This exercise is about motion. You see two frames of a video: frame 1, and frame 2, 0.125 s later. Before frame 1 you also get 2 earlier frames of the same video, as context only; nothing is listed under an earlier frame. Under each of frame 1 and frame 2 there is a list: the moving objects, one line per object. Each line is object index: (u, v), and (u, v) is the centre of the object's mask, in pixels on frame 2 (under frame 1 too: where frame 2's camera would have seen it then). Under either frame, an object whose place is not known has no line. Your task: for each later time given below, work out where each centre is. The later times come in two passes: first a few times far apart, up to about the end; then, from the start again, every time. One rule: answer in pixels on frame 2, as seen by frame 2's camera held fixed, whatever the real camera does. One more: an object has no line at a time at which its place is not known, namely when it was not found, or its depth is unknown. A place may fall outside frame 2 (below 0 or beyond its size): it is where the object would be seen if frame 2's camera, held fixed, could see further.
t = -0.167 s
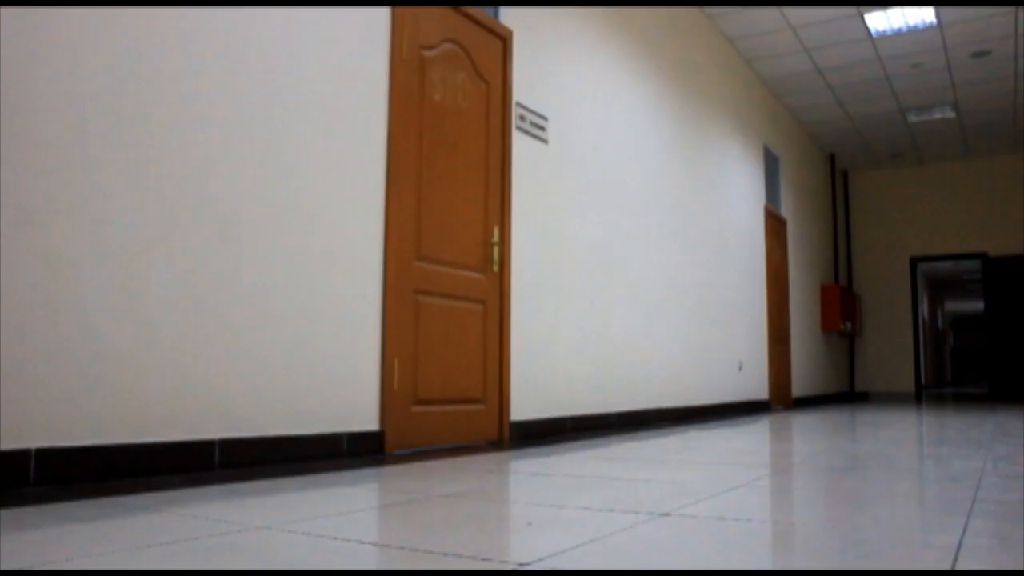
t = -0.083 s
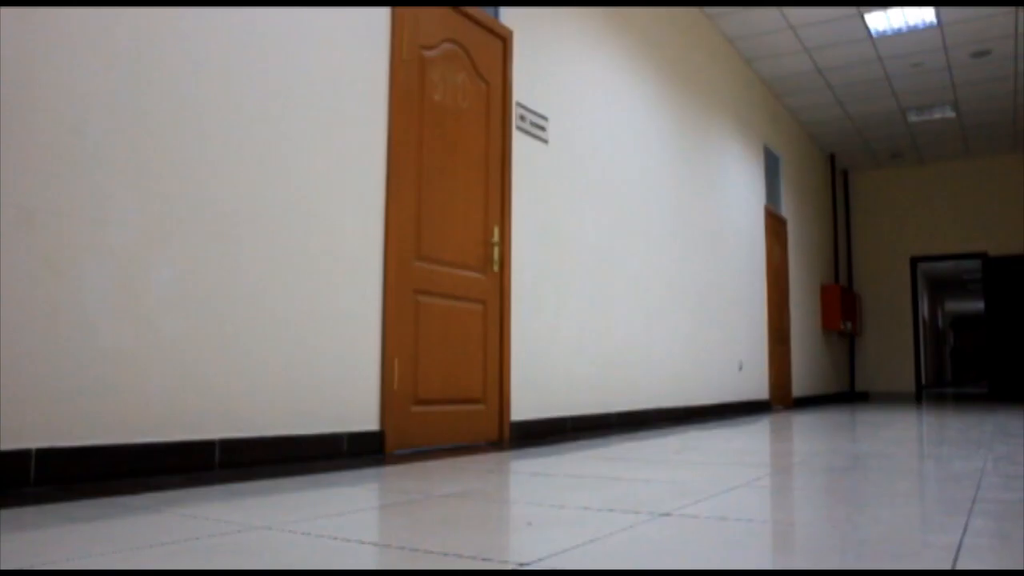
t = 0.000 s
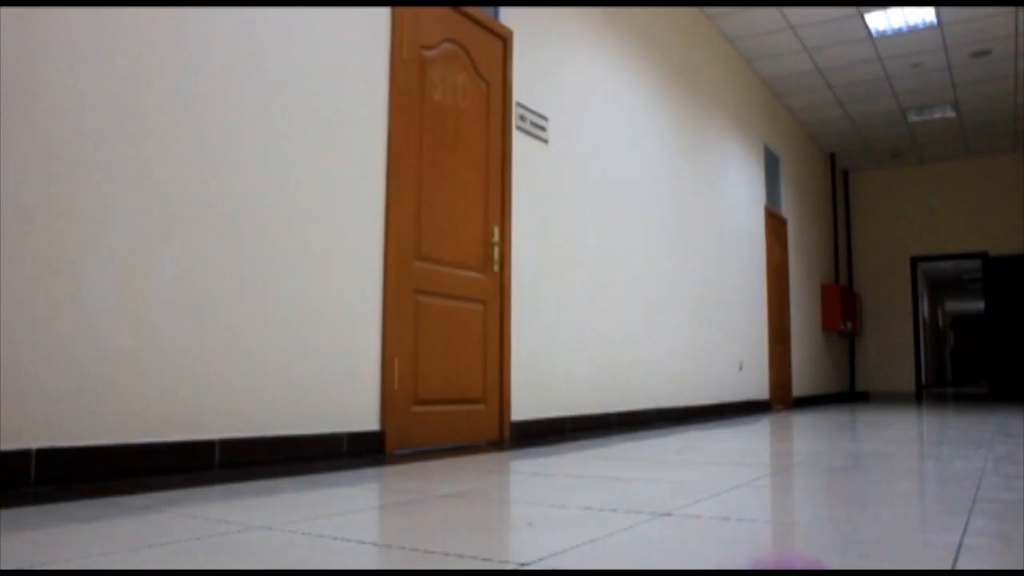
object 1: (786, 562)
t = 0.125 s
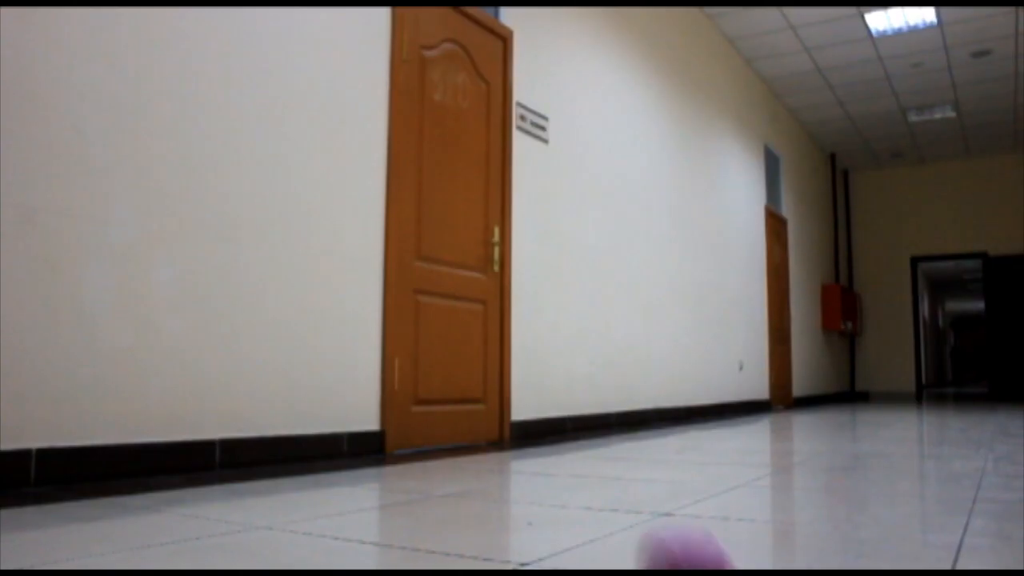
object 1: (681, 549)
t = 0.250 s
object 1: (625, 538)
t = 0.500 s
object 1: (552, 513)
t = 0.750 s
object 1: (528, 491)
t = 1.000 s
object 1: (523, 483)
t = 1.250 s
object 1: (516, 472)
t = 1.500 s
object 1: (509, 467)
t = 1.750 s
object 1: (503, 460)
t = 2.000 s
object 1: (499, 455)
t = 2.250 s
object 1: (492, 451)
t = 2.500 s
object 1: (487, 448)
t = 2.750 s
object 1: (480, 445)
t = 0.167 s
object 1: (665, 543)
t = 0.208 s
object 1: (645, 537)
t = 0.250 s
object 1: (625, 538)
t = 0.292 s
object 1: (608, 544)
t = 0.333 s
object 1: (594, 530)
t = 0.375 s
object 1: (582, 521)
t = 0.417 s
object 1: (571, 519)
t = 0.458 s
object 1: (559, 523)
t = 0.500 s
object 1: (552, 513)
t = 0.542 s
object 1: (547, 513)
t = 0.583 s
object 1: (541, 506)
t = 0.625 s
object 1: (536, 501)
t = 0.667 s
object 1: (531, 503)
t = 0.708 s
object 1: (529, 494)
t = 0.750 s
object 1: (528, 491)
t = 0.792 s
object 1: (528, 494)
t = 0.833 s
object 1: (527, 488)
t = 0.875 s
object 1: (526, 484)
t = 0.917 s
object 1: (525, 486)
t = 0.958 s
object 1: (524, 486)
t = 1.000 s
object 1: (523, 483)
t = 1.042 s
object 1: (522, 481)
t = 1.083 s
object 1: (520, 479)
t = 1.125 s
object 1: (519, 479)
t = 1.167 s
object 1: (518, 476)
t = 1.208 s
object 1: (517, 474)
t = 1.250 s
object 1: (516, 472)
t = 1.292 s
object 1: (515, 472)
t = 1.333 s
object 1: (513, 471)
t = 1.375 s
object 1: (511, 468)
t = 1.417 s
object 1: (510, 467)
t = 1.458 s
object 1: (509, 466)
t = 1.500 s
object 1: (509, 467)
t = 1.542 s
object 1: (508, 465)
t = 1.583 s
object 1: (507, 462)
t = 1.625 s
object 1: (507, 461)
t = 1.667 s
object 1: (506, 461)
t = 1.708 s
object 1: (505, 461)
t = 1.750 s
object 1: (503, 460)
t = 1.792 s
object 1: (502, 458)
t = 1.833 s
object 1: (502, 457)
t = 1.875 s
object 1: (501, 456)
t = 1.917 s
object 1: (501, 456)
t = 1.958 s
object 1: (500, 456)
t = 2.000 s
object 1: (499, 455)
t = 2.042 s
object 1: (498, 453)
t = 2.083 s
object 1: (498, 452)
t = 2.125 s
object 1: (497, 452)
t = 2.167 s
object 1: (496, 451)
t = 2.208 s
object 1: (494, 452)
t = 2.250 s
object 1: (492, 451)
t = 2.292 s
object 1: (490, 450)
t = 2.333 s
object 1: (490, 449)
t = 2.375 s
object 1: (490, 449)
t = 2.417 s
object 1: (489, 448)
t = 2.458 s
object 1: (488, 448)
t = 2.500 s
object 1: (487, 448)
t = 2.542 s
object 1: (484, 448)
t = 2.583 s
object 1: (483, 448)
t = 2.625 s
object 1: (482, 446)
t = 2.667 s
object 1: (482, 445)
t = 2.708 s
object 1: (481, 445)
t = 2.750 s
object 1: (480, 445)
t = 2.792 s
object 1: (479, 444)
